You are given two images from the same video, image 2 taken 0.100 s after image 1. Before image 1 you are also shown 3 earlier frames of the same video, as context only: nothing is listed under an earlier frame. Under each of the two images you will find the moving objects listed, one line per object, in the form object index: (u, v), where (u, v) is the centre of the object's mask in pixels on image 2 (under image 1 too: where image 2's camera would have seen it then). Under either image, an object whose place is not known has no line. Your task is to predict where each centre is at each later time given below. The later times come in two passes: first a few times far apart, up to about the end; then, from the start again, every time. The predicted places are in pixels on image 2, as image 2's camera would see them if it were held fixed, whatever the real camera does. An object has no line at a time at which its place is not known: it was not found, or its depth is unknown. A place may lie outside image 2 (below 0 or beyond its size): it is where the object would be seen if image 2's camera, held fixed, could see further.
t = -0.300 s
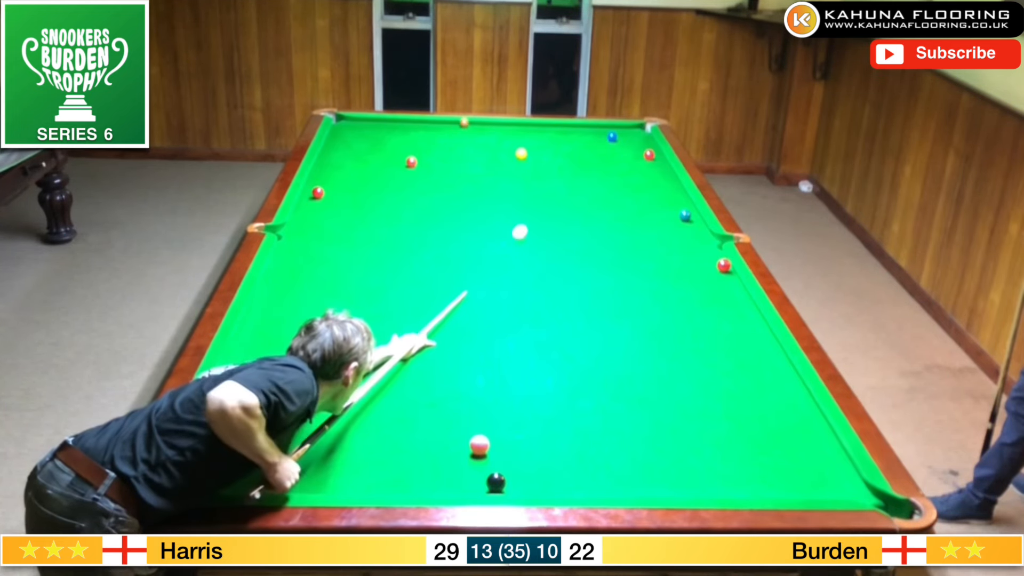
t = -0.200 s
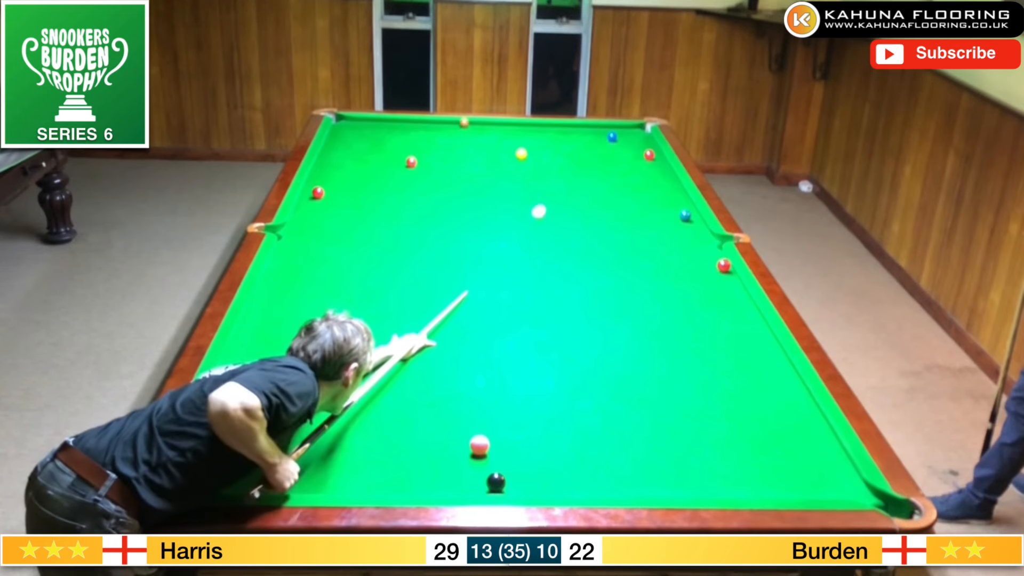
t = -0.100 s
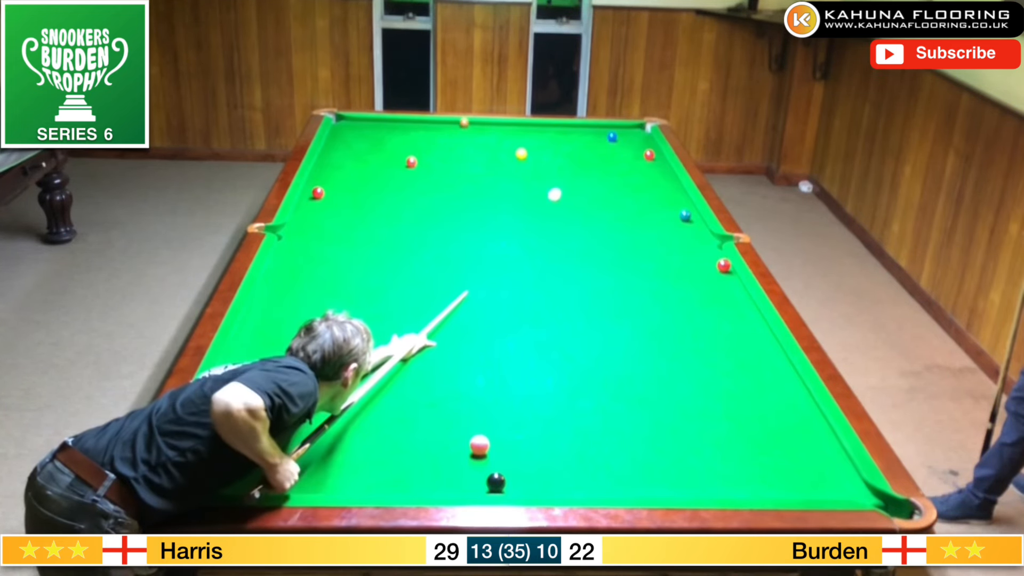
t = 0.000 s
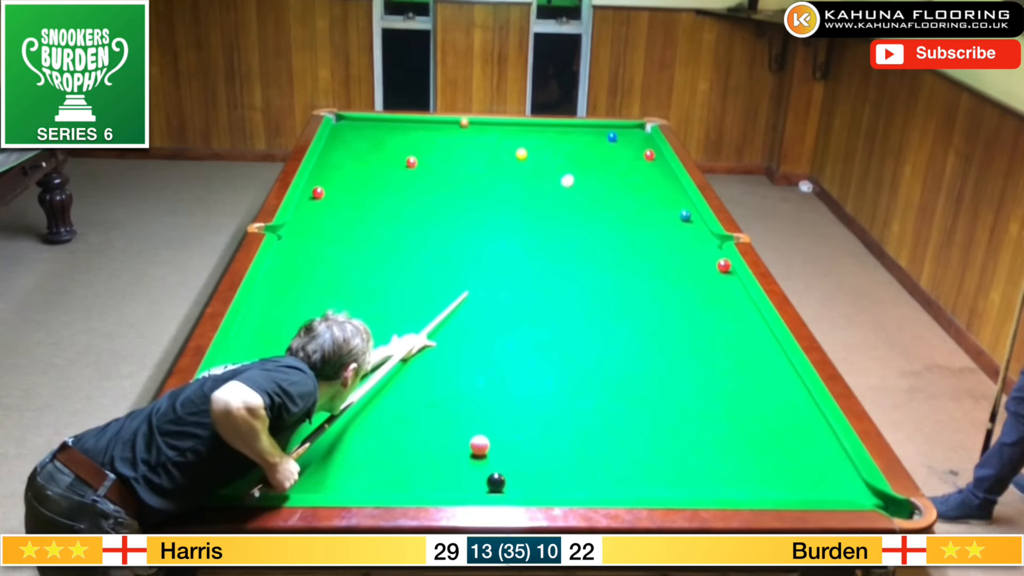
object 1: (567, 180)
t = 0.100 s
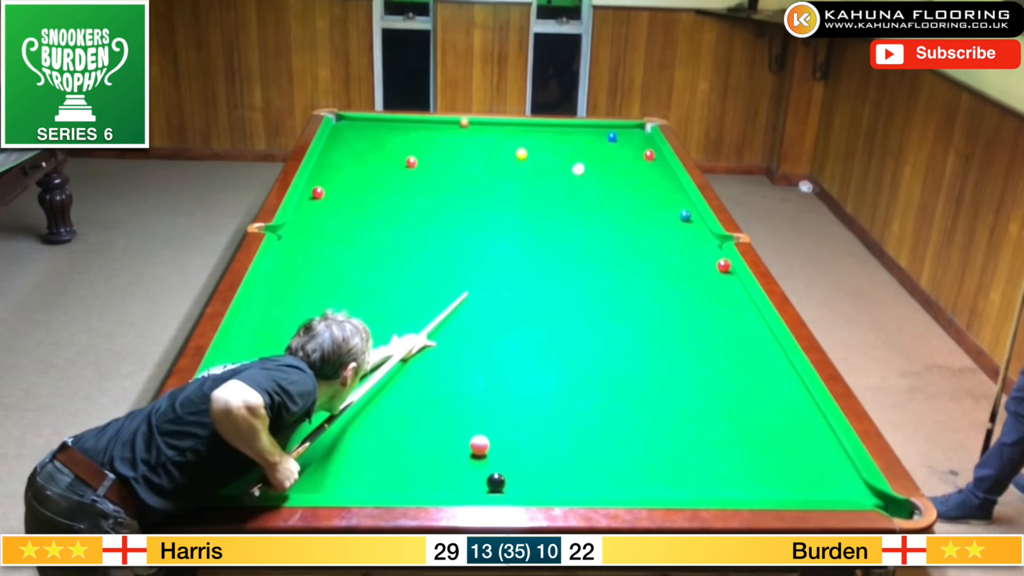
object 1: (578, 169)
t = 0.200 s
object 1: (588, 158)
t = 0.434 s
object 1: (604, 138)
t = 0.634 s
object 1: (591, 130)
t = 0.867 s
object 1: (582, 127)
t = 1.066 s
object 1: (577, 132)
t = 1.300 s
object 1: (572, 137)
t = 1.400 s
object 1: (570, 139)
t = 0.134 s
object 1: (582, 165)
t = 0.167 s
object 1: (585, 162)
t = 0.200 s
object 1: (588, 158)
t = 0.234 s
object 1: (591, 155)
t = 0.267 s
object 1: (594, 151)
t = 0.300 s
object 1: (597, 148)
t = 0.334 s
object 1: (600, 145)
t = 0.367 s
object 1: (603, 142)
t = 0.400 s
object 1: (605, 139)
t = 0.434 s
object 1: (604, 138)
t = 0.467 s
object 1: (601, 136)
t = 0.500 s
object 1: (598, 135)
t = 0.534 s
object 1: (596, 134)
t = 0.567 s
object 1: (594, 133)
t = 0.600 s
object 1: (592, 132)
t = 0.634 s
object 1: (591, 130)
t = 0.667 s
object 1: (589, 129)
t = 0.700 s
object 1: (588, 128)
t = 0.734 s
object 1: (586, 127)
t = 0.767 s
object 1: (584, 125)
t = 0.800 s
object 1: (584, 125)
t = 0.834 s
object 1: (583, 126)
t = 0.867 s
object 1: (582, 127)
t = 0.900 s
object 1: (581, 128)
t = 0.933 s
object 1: (580, 129)
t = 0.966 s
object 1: (580, 129)
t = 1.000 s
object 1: (579, 130)
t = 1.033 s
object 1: (578, 131)
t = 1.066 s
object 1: (577, 132)
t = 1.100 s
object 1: (577, 132)
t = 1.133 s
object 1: (576, 133)
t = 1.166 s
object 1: (575, 134)
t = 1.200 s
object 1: (574, 135)
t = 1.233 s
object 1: (574, 135)
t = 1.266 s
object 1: (573, 136)
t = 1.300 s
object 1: (572, 137)
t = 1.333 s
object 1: (572, 138)
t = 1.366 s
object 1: (571, 138)
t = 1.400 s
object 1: (570, 139)
